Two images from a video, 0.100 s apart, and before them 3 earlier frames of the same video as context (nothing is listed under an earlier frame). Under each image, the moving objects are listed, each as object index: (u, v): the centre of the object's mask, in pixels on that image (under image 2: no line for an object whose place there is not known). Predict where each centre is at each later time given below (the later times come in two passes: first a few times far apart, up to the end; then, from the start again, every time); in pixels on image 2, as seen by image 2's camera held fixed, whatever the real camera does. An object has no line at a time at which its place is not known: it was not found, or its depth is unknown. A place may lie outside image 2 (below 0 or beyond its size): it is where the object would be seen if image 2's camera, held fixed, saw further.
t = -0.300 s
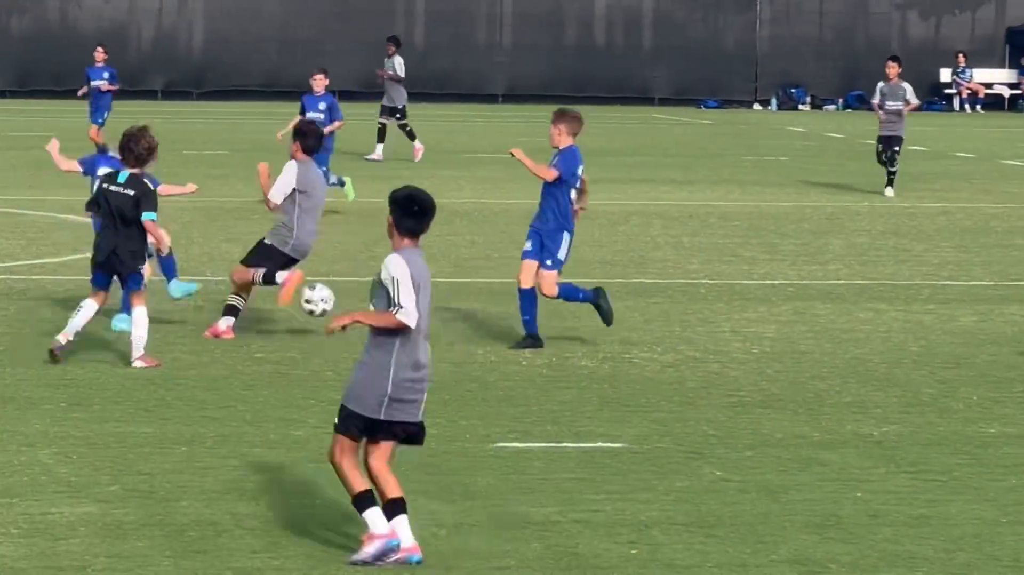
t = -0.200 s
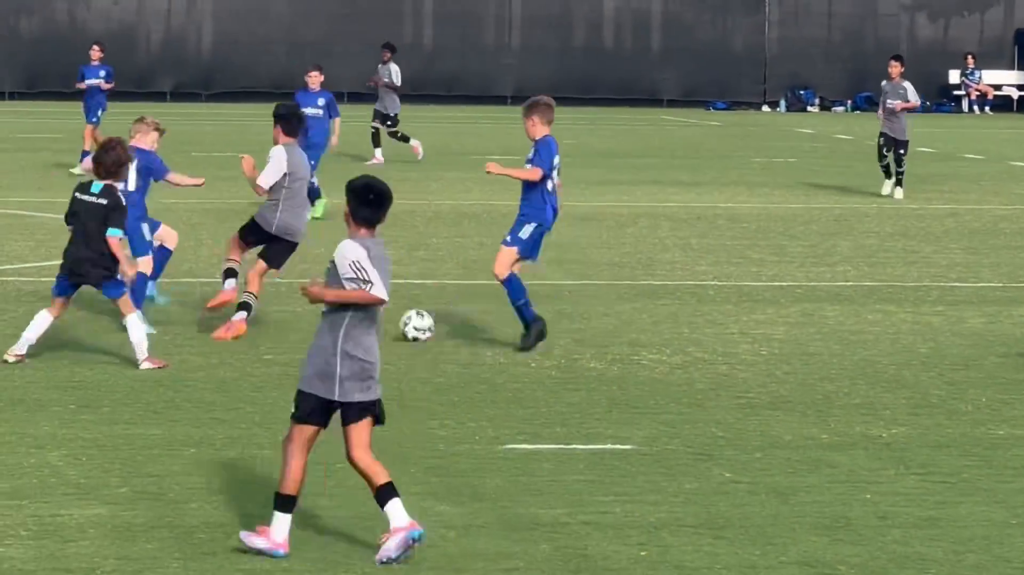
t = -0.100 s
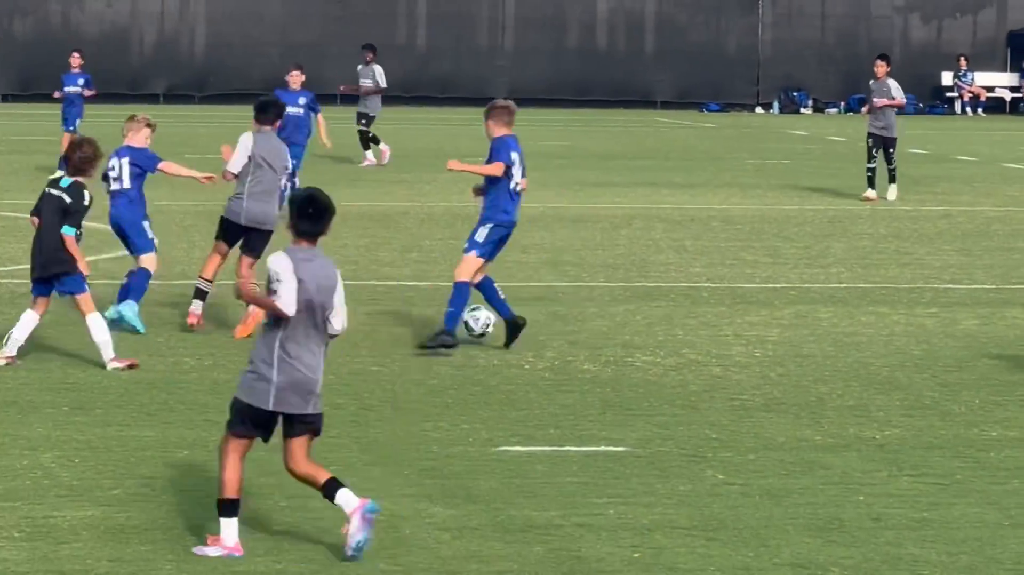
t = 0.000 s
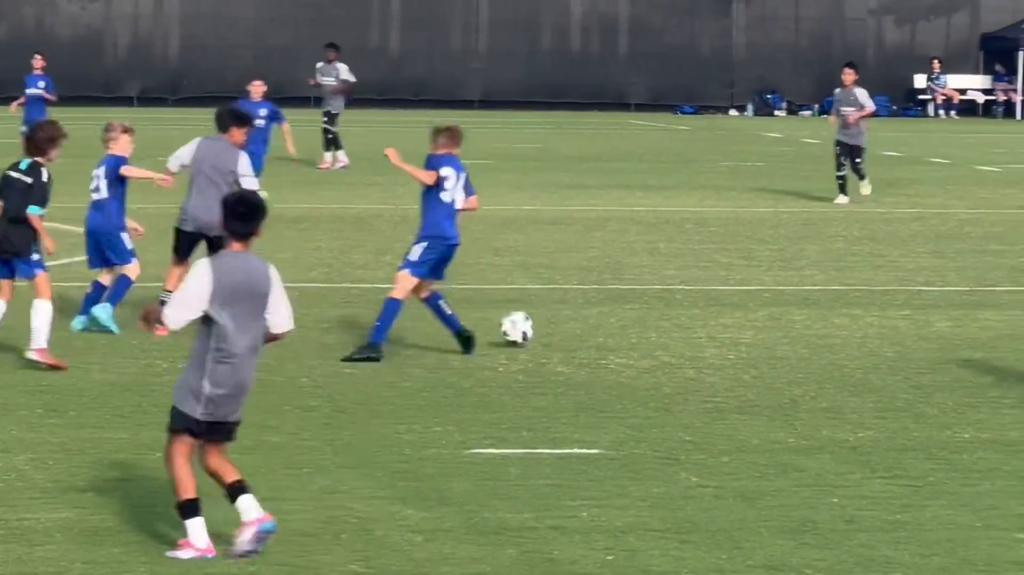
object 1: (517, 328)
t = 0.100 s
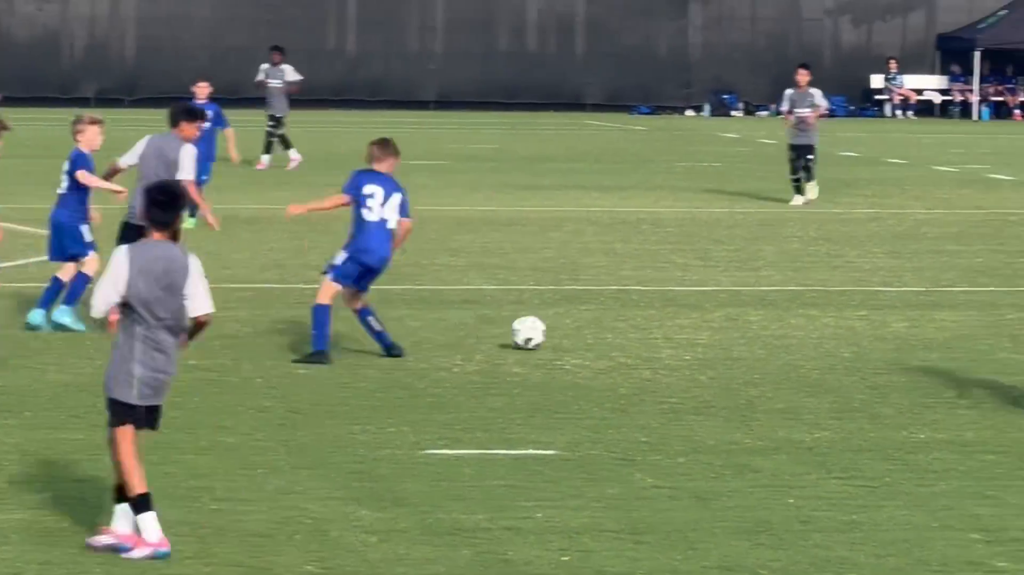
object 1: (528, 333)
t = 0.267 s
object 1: (604, 335)
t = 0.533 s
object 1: (702, 337)
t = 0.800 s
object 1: (795, 338)
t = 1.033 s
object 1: (873, 338)
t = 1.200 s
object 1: (927, 338)
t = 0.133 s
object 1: (545, 333)
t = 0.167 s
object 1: (560, 334)
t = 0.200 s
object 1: (576, 336)
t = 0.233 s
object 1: (590, 335)
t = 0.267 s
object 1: (604, 335)
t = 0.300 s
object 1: (616, 335)
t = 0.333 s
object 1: (628, 337)
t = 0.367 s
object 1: (642, 337)
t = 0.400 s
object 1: (654, 336)
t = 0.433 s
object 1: (665, 337)
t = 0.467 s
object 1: (677, 337)
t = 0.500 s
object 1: (689, 338)
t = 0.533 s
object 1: (702, 337)
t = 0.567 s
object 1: (713, 337)
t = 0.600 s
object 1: (724, 338)
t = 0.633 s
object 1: (736, 338)
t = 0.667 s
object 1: (748, 337)
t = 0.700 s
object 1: (760, 338)
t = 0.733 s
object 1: (771, 338)
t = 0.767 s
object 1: (783, 338)
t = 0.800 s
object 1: (795, 338)
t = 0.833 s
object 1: (806, 338)
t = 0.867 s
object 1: (817, 338)
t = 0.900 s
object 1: (829, 338)
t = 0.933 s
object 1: (840, 337)
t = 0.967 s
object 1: (851, 338)
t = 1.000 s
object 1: (862, 338)
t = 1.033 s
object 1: (873, 338)
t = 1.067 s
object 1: (884, 338)
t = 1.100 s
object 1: (895, 338)
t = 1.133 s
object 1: (906, 338)
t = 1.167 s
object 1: (916, 338)
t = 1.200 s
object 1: (927, 338)
